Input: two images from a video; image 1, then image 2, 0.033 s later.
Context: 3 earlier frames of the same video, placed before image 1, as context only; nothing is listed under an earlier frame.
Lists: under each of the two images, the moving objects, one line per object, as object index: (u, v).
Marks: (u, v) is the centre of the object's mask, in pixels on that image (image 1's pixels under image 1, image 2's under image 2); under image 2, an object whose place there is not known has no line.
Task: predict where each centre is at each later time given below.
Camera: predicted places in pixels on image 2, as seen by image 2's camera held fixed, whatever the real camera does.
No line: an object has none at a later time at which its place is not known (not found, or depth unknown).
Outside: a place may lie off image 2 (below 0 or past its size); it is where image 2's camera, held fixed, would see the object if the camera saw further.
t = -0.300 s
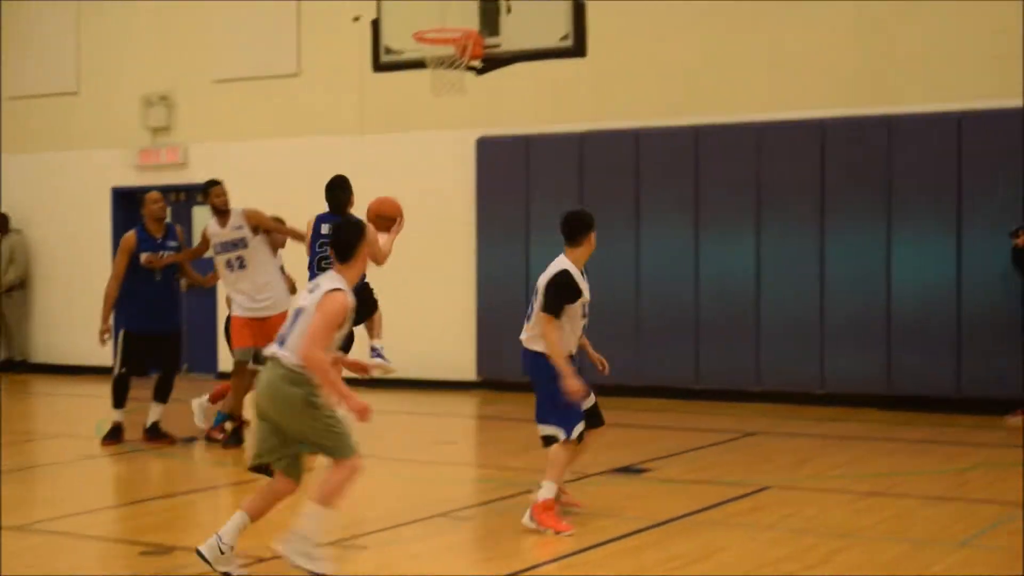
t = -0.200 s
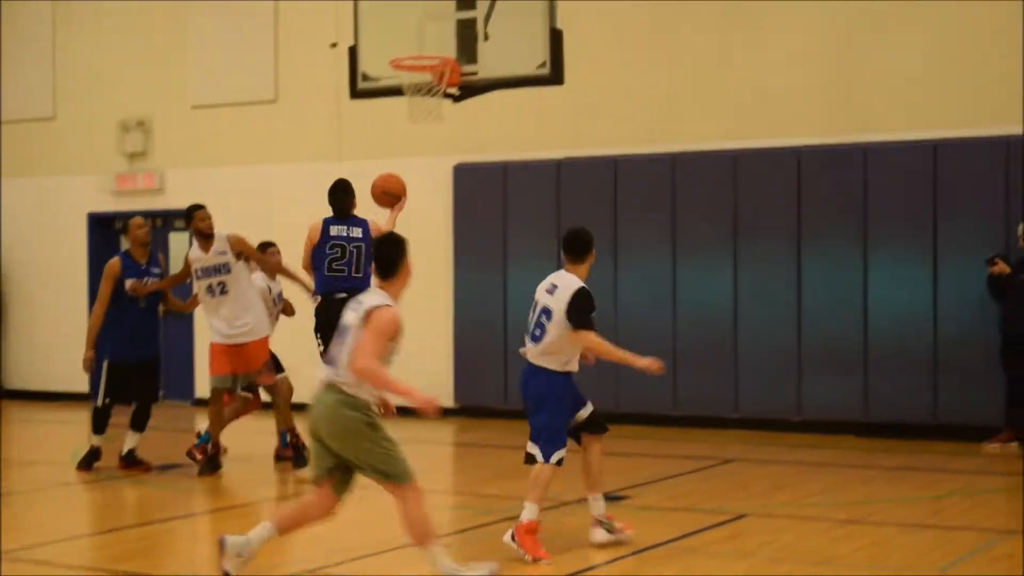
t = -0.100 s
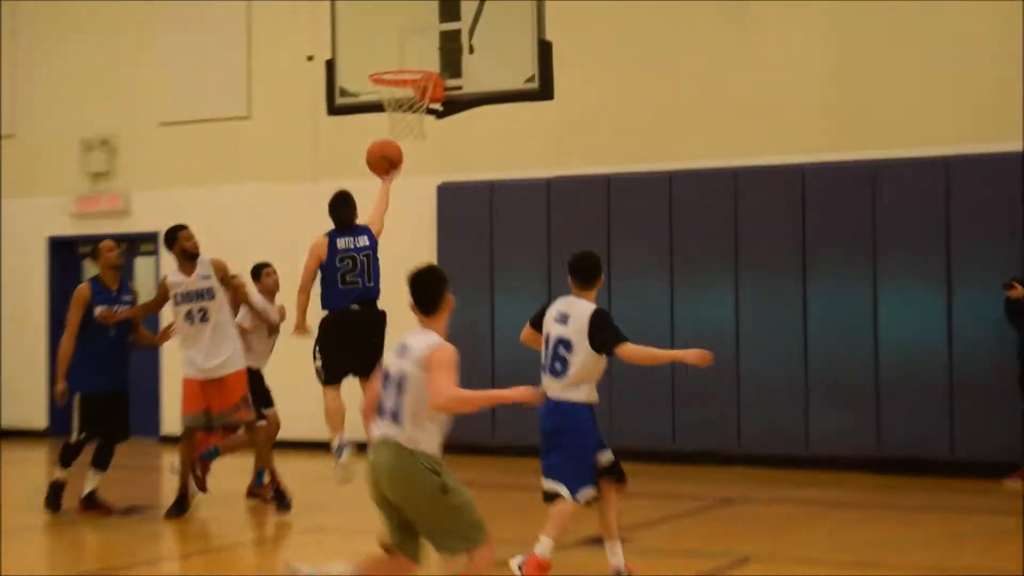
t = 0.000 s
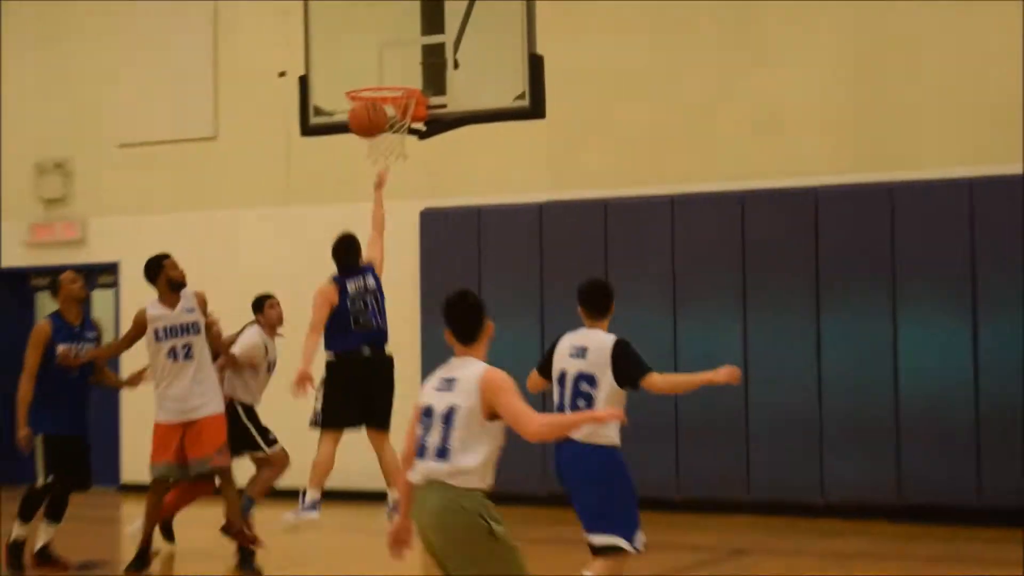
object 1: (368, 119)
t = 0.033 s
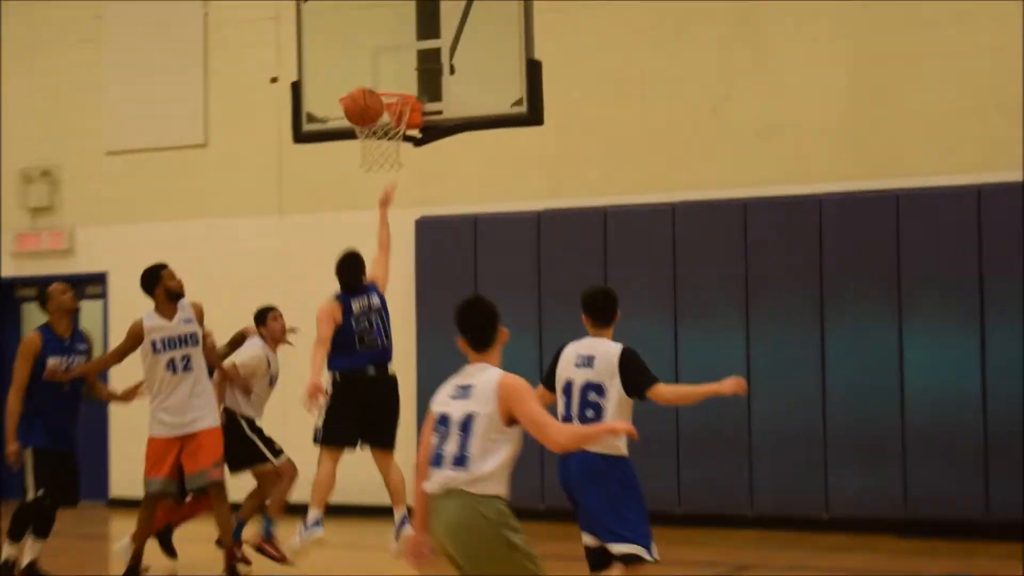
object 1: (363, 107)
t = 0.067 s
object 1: (366, 91)
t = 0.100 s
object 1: (368, 77)
